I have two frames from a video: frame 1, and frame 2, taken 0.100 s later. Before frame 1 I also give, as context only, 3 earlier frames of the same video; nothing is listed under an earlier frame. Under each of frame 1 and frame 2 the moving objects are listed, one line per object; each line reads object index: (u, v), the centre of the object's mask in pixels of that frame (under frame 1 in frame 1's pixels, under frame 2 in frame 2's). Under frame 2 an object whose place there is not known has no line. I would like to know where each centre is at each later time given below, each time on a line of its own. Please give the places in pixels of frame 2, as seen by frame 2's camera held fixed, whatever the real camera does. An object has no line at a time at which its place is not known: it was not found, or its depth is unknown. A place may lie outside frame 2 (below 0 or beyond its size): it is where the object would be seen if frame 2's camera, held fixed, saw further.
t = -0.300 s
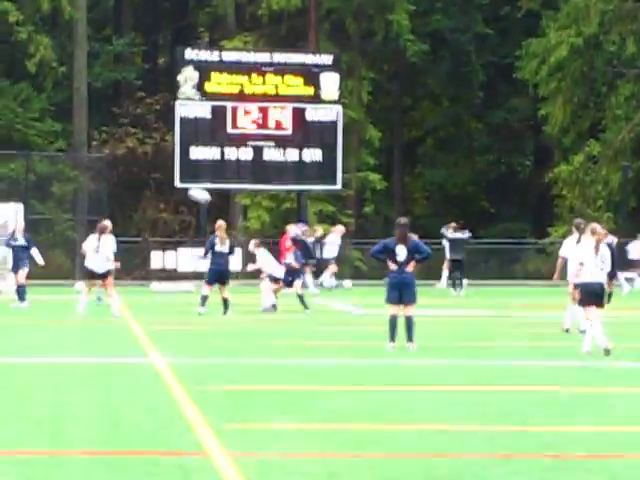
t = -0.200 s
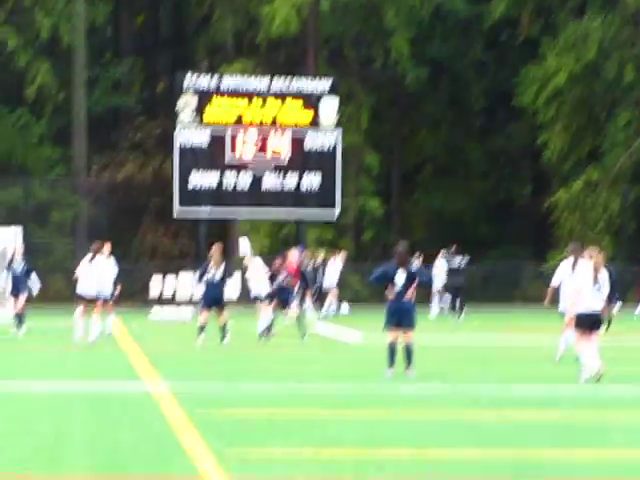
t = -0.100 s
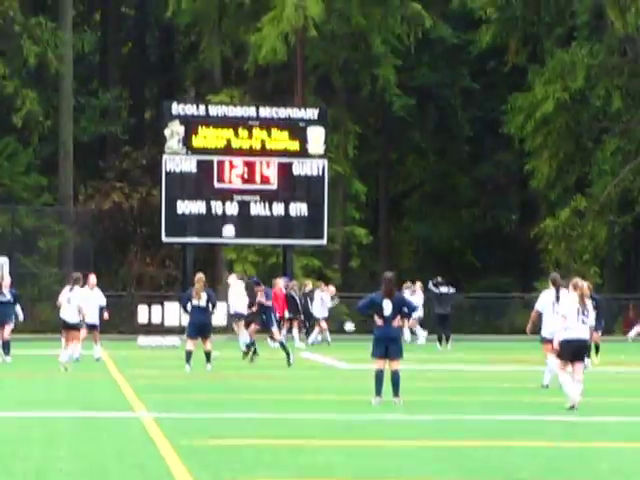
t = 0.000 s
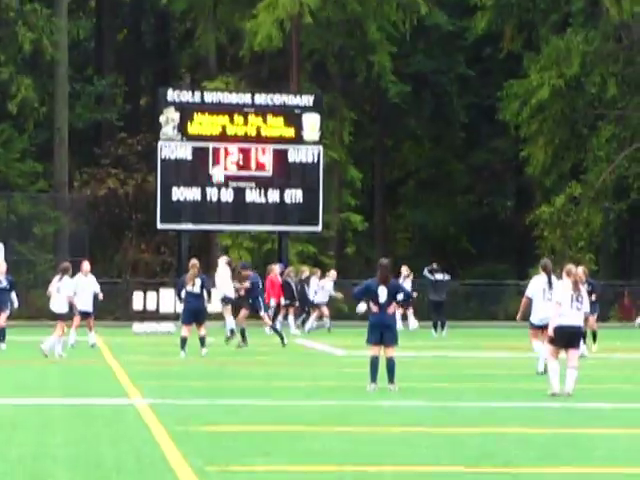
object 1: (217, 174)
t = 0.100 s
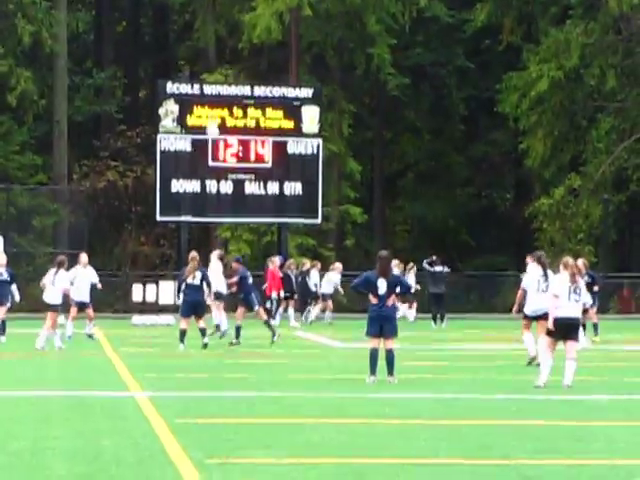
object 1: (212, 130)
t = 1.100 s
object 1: (167, 61)
